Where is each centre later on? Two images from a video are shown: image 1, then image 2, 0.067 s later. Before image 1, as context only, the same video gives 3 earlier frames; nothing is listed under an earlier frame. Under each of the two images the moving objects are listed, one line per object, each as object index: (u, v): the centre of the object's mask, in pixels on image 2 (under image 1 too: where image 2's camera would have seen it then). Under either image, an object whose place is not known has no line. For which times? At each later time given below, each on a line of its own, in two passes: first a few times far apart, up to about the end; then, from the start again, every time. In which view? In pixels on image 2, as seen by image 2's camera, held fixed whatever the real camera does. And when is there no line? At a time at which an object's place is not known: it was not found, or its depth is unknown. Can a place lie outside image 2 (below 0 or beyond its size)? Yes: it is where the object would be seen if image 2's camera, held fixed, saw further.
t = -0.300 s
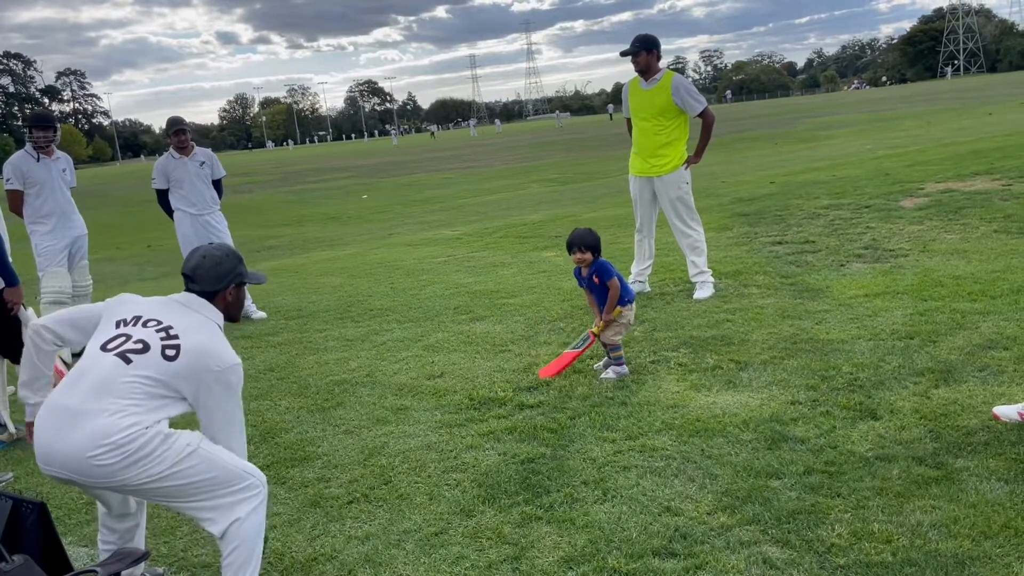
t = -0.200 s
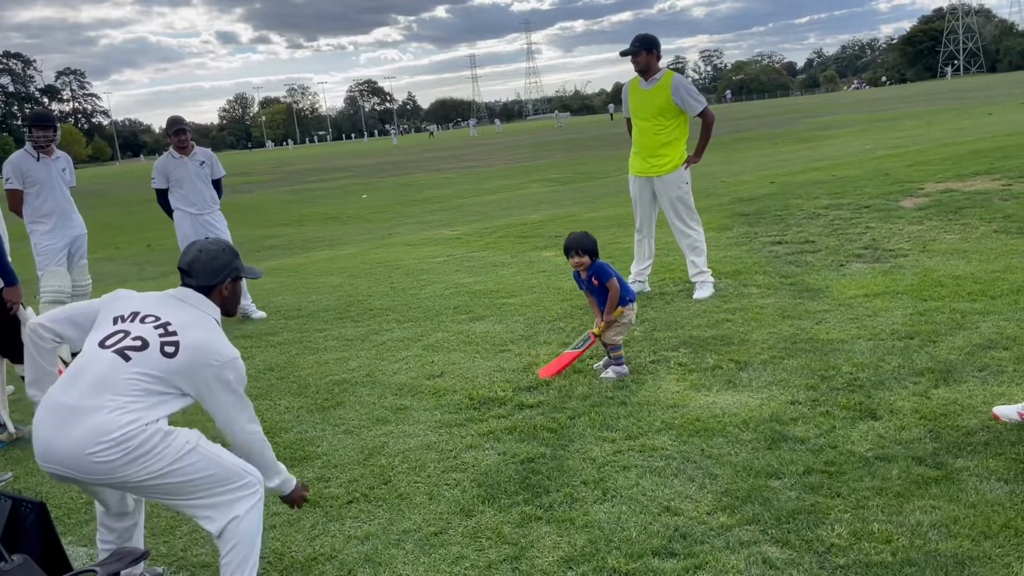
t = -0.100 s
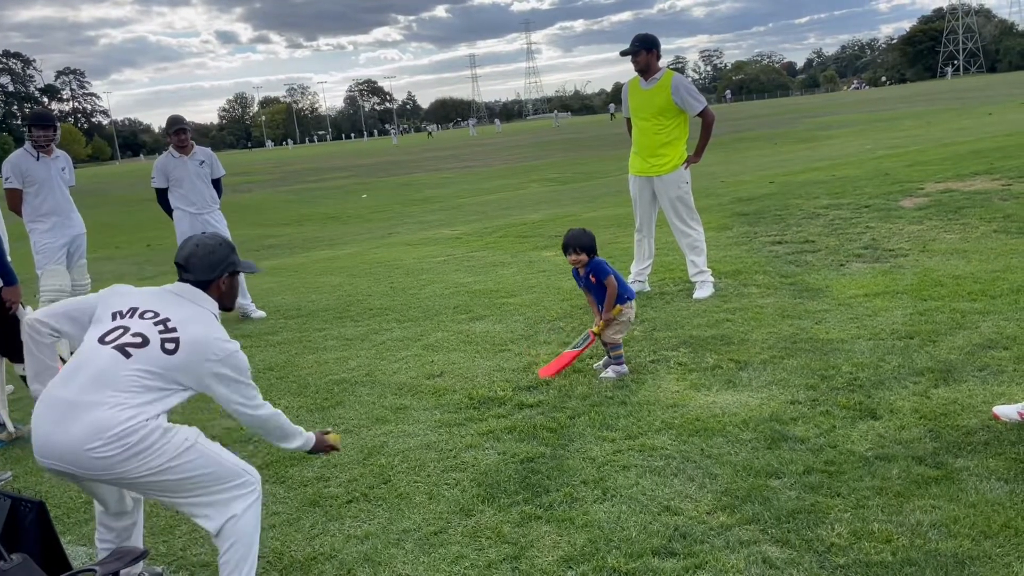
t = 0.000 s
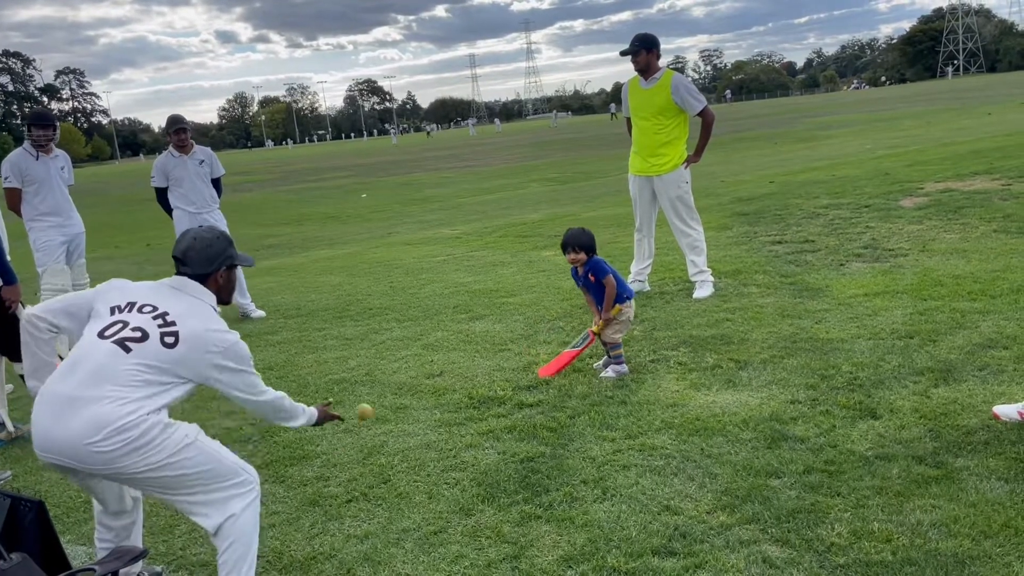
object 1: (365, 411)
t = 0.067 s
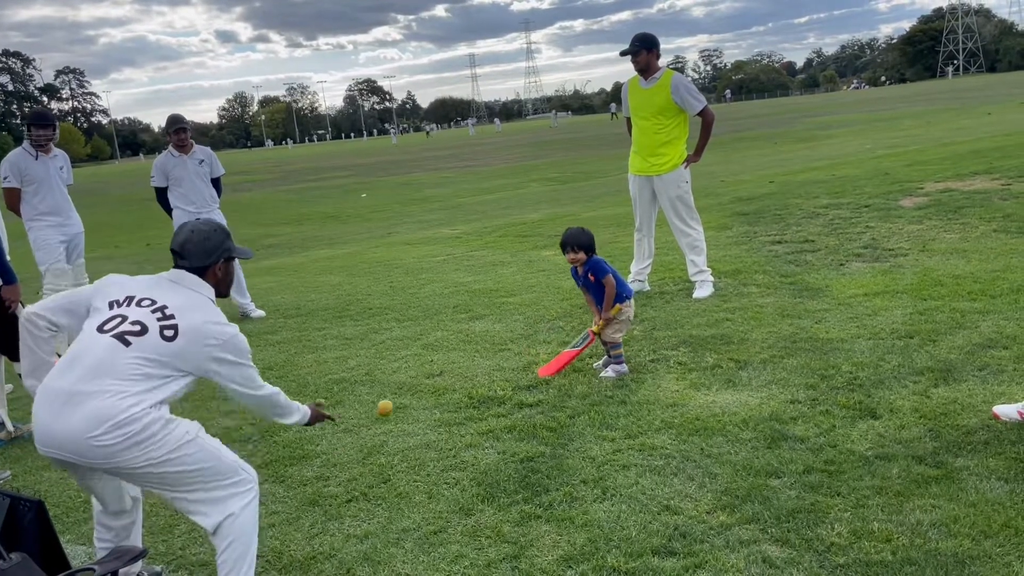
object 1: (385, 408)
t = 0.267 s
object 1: (444, 432)
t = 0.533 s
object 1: (490, 410)
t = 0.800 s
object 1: (509, 398)
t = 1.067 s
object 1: (519, 391)
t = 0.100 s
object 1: (395, 409)
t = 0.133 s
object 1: (407, 414)
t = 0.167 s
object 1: (417, 421)
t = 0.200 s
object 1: (429, 430)
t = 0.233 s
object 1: (439, 440)
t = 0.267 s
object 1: (444, 432)
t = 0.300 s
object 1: (449, 421)
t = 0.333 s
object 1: (455, 415)
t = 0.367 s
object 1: (461, 410)
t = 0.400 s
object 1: (467, 407)
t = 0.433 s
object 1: (473, 407)
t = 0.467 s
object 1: (479, 409)
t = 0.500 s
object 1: (486, 413)
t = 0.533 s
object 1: (490, 410)
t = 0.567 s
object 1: (492, 405)
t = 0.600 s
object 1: (495, 399)
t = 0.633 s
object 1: (497, 397)
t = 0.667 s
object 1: (499, 397)
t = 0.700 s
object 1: (502, 398)
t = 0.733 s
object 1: (505, 402)
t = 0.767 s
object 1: (509, 401)
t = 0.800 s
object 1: (509, 398)
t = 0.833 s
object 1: (510, 396)
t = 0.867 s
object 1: (512, 395)
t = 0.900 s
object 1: (513, 395)
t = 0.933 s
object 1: (514, 394)
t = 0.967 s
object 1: (517, 394)
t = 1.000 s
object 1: (517, 393)
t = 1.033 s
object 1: (518, 392)
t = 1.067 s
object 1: (519, 391)
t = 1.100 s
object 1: (519, 390)
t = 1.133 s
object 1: (519, 390)
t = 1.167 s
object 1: (519, 389)
